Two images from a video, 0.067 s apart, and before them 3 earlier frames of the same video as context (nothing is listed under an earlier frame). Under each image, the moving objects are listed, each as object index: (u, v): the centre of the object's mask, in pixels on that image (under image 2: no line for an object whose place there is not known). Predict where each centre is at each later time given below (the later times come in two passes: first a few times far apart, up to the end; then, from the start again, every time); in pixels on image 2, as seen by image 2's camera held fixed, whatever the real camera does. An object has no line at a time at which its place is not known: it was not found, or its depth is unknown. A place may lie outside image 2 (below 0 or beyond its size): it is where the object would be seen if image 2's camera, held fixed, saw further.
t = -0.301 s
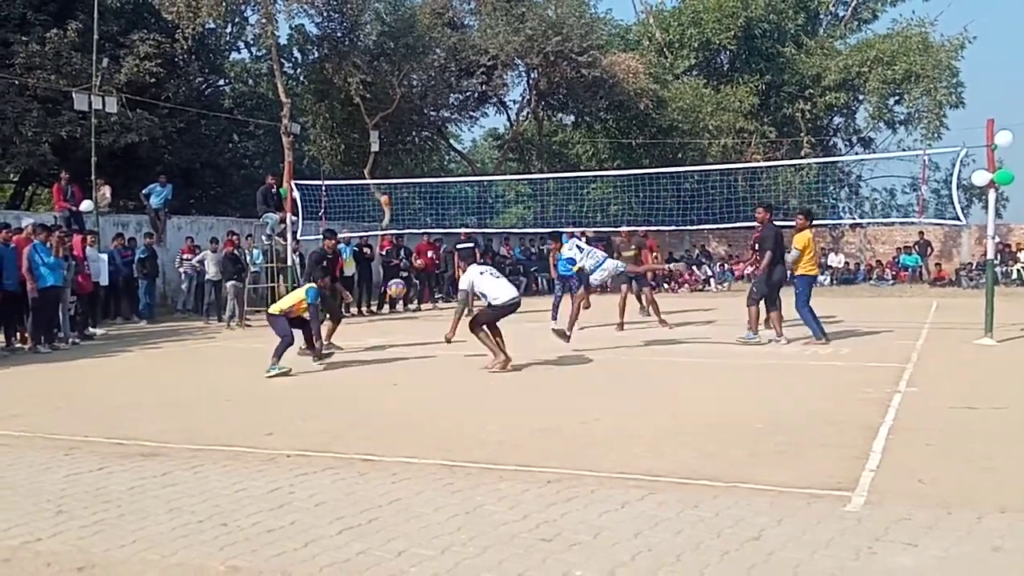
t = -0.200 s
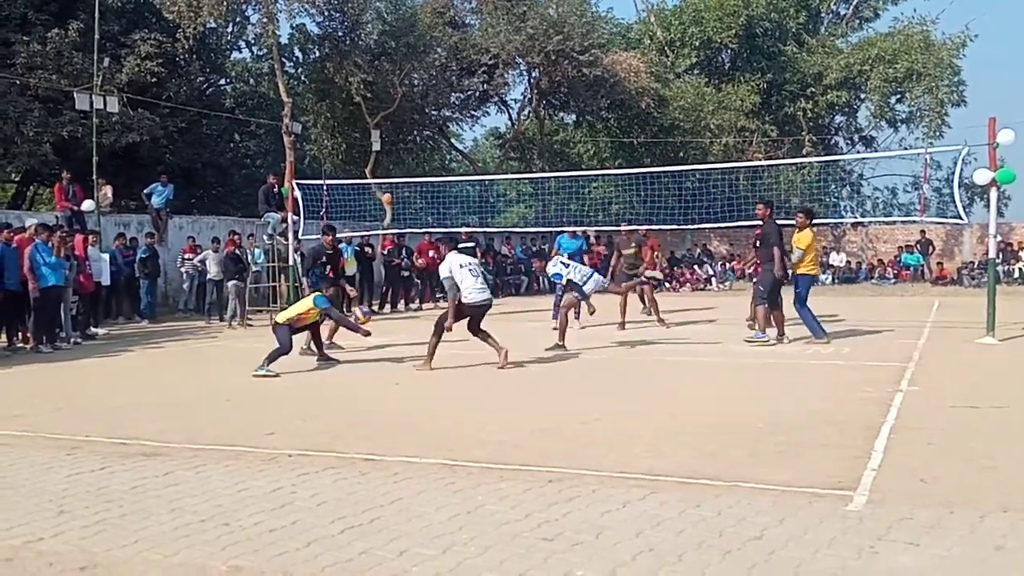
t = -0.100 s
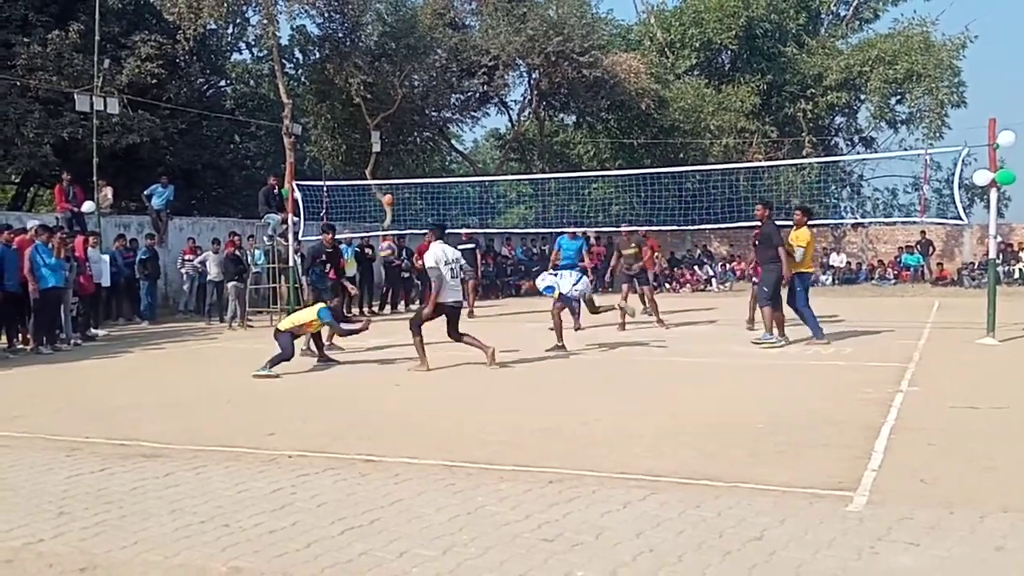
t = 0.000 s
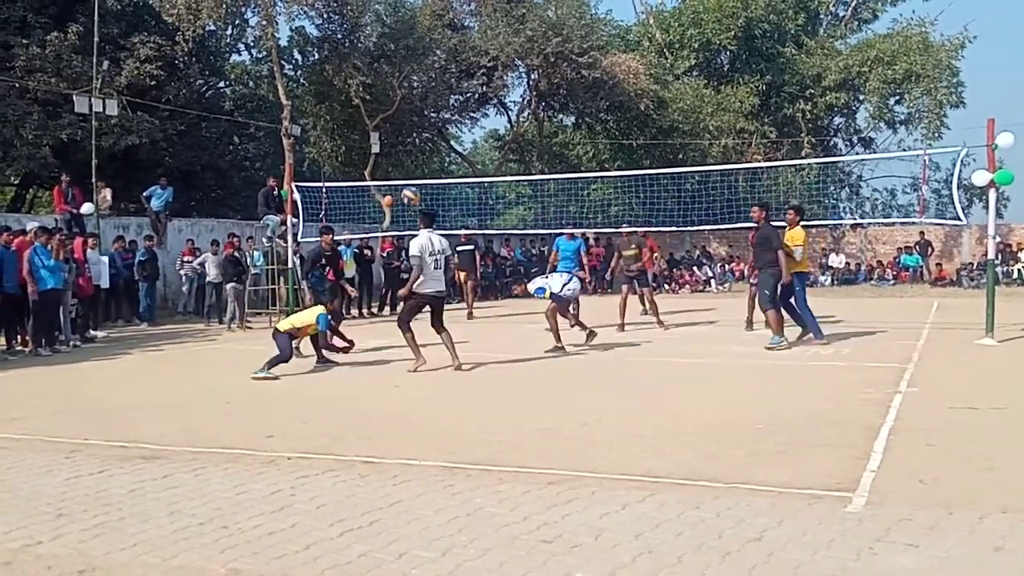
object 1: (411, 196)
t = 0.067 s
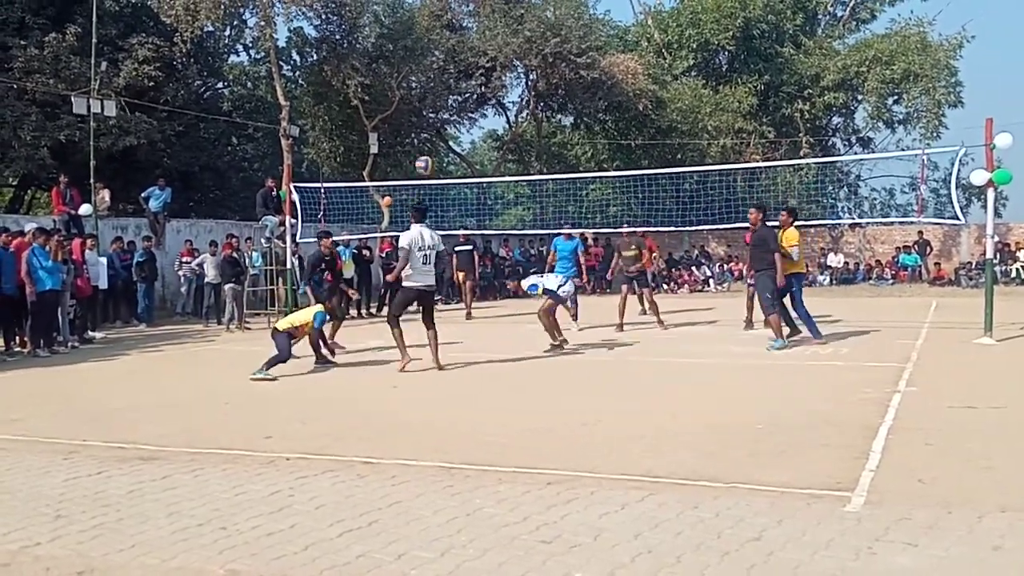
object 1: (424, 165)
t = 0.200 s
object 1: (452, 116)
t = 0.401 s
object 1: (489, 73)
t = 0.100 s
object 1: (429, 150)
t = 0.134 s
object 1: (439, 139)
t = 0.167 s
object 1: (444, 127)
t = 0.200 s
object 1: (452, 116)
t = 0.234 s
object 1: (458, 106)
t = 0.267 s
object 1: (464, 97)
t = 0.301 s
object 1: (471, 89)
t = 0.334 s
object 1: (478, 83)
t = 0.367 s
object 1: (483, 76)
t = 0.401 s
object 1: (489, 73)
